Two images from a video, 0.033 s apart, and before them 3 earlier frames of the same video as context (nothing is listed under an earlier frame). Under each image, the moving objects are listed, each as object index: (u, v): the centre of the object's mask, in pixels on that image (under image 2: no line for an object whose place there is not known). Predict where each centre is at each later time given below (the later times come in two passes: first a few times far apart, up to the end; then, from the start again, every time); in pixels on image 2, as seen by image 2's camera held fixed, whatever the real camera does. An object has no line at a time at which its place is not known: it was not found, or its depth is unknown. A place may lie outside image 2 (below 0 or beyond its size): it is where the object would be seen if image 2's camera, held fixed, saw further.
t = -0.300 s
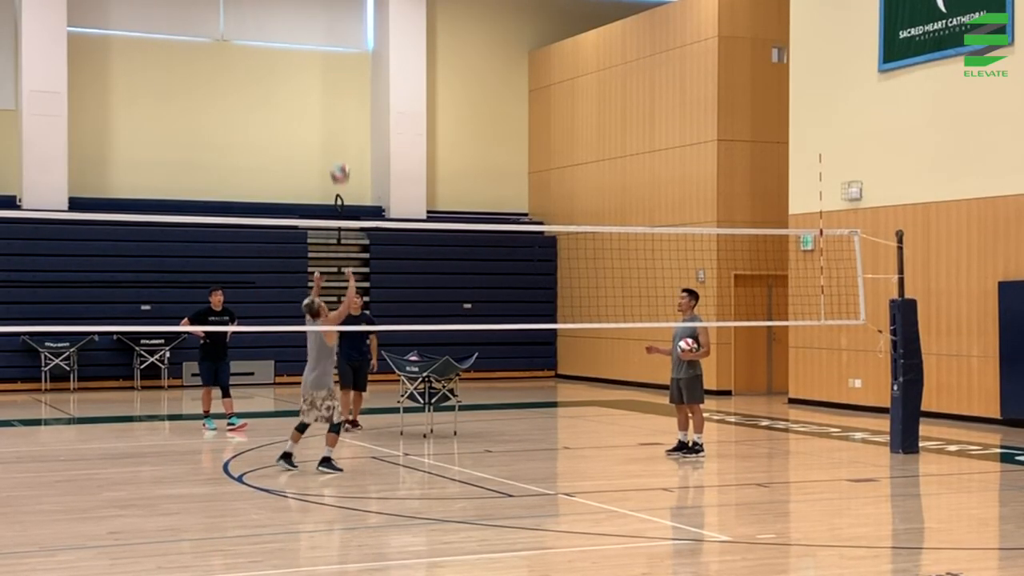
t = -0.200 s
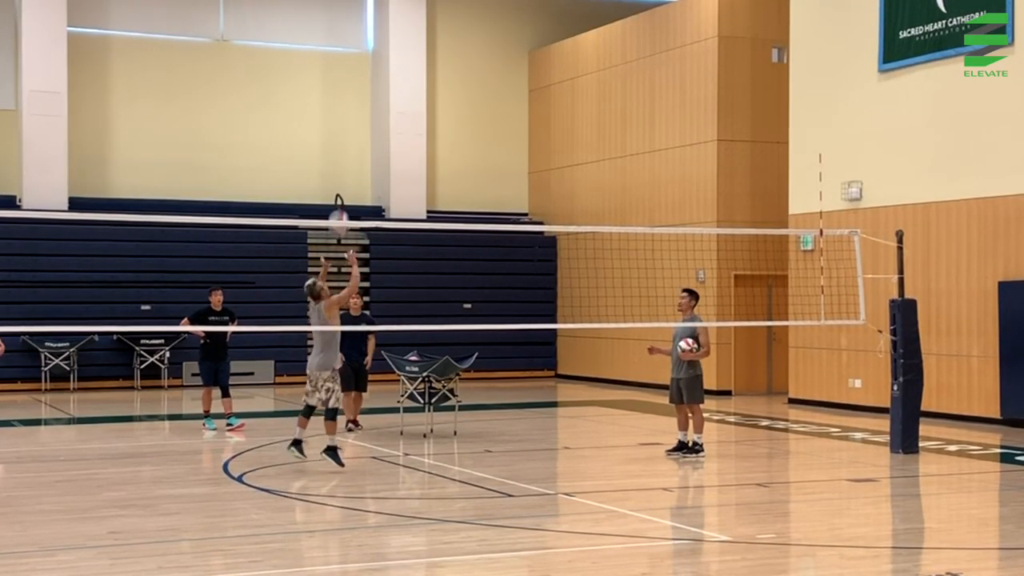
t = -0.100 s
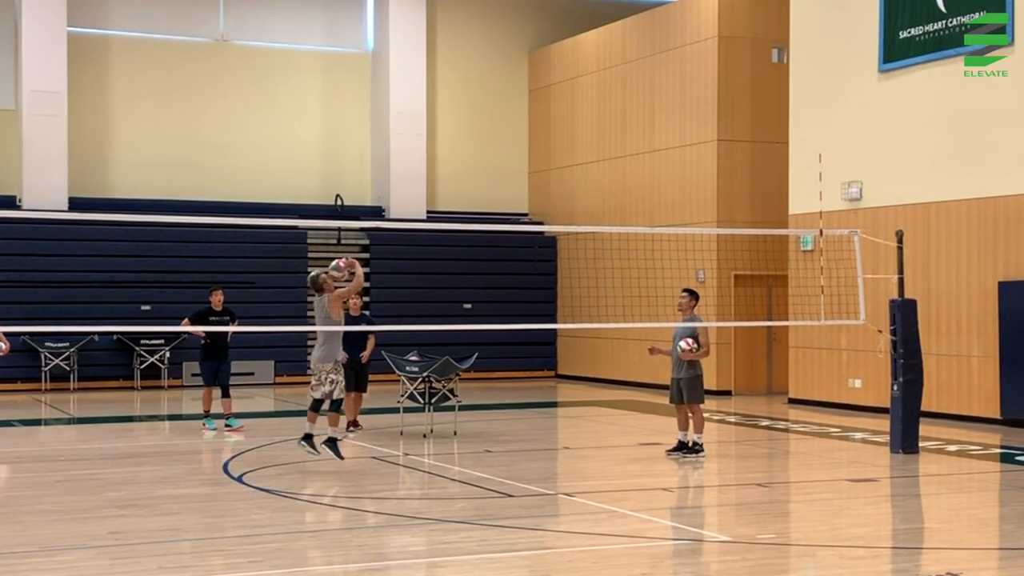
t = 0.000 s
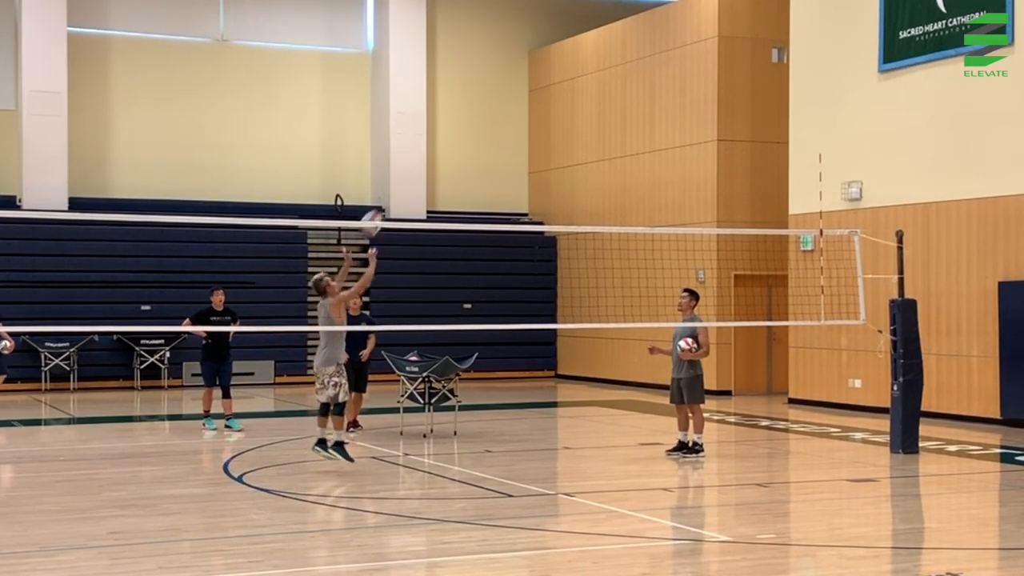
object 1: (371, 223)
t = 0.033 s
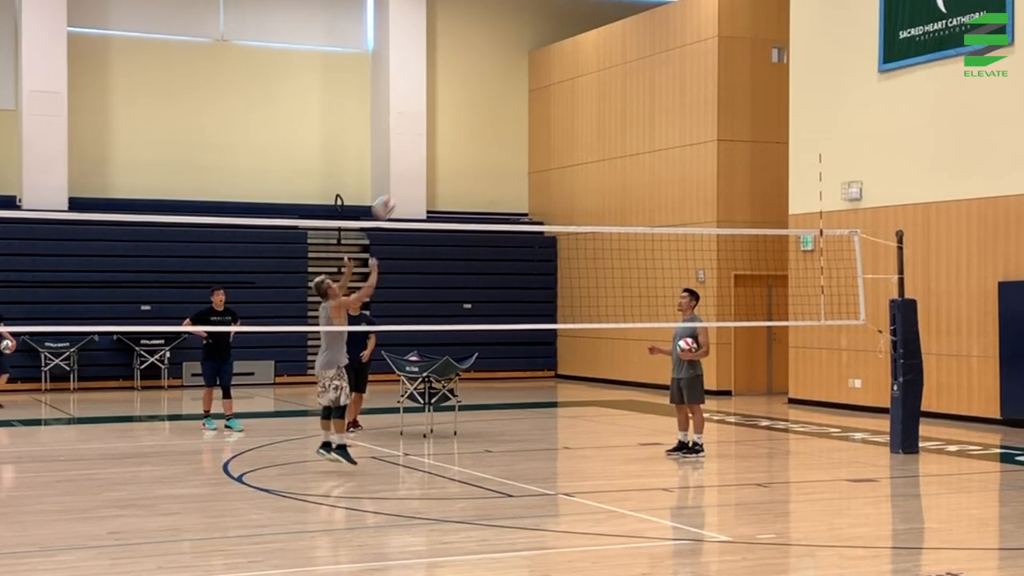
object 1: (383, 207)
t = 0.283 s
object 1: (470, 126)
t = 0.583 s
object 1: (564, 115)
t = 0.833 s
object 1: (635, 170)
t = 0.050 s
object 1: (390, 201)
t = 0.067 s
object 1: (395, 193)
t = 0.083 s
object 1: (401, 186)
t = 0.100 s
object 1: (407, 179)
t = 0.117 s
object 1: (413, 173)
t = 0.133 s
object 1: (419, 167)
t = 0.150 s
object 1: (425, 161)
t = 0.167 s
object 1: (430, 156)
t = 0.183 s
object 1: (436, 150)
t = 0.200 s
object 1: (442, 145)
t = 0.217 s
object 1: (447, 141)
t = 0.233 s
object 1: (453, 137)
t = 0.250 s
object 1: (459, 133)
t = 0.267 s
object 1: (464, 130)
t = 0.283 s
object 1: (470, 126)
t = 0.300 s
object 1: (475, 123)
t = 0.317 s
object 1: (480, 120)
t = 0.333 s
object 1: (486, 118)
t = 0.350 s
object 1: (492, 116)
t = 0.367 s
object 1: (497, 114)
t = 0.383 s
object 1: (502, 113)
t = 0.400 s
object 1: (508, 111)
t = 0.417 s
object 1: (512, 110)
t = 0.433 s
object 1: (518, 109)
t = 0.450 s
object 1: (523, 109)
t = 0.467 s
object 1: (528, 109)
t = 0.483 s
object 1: (534, 109)
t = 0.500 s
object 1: (539, 109)
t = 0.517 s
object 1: (544, 109)
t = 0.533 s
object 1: (548, 110)
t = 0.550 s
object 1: (554, 111)
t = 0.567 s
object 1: (559, 113)
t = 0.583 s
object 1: (564, 115)
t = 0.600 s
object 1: (569, 117)
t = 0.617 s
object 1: (574, 119)
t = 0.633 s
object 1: (579, 121)
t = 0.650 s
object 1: (584, 124)
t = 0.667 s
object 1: (588, 127)
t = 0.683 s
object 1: (593, 130)
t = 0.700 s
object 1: (598, 134)
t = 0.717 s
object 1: (603, 137)
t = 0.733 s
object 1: (608, 141)
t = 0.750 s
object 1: (612, 145)
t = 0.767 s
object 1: (617, 150)
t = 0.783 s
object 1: (622, 155)
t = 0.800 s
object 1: (627, 160)
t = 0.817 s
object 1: (631, 165)
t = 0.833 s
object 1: (635, 170)
